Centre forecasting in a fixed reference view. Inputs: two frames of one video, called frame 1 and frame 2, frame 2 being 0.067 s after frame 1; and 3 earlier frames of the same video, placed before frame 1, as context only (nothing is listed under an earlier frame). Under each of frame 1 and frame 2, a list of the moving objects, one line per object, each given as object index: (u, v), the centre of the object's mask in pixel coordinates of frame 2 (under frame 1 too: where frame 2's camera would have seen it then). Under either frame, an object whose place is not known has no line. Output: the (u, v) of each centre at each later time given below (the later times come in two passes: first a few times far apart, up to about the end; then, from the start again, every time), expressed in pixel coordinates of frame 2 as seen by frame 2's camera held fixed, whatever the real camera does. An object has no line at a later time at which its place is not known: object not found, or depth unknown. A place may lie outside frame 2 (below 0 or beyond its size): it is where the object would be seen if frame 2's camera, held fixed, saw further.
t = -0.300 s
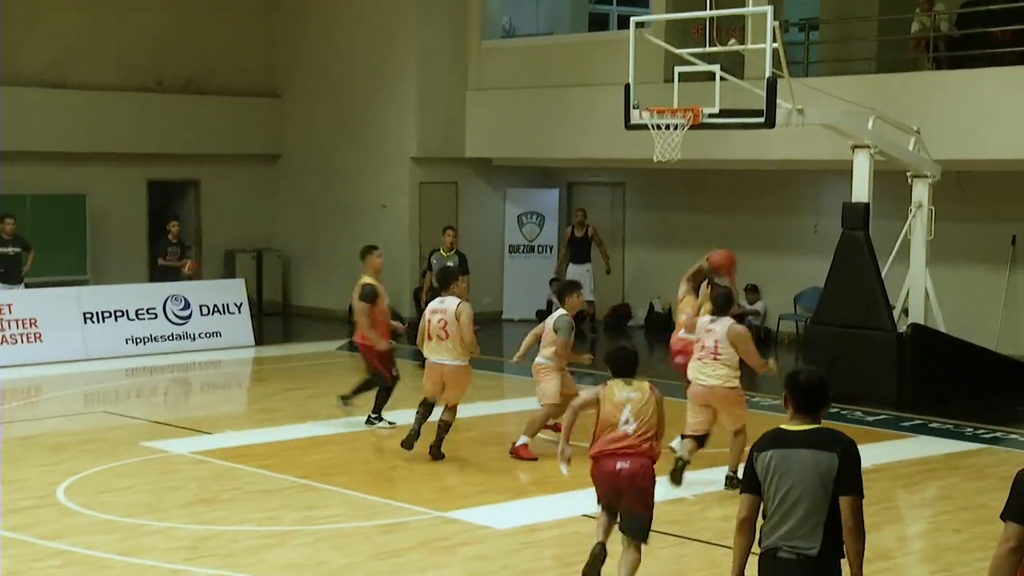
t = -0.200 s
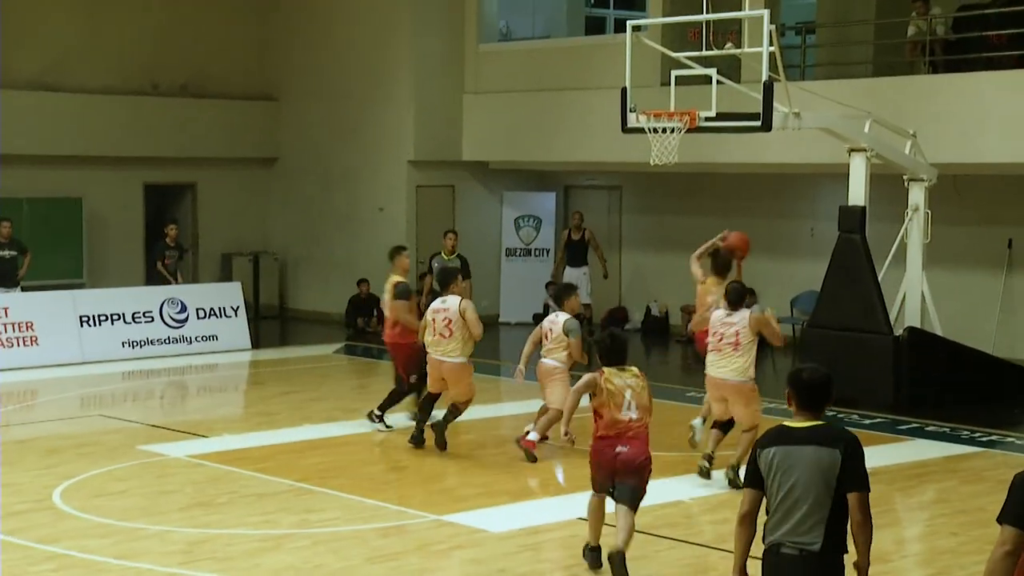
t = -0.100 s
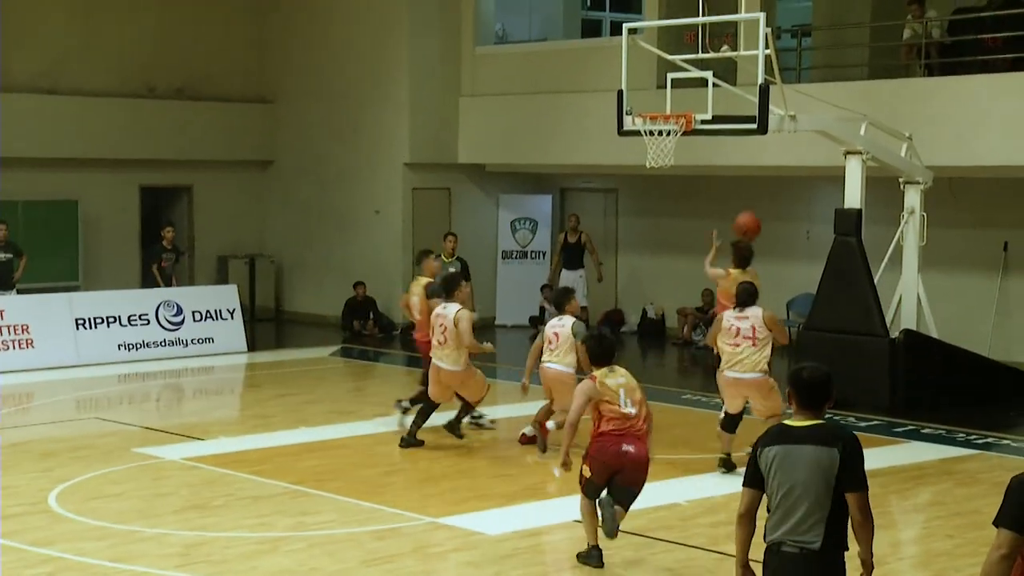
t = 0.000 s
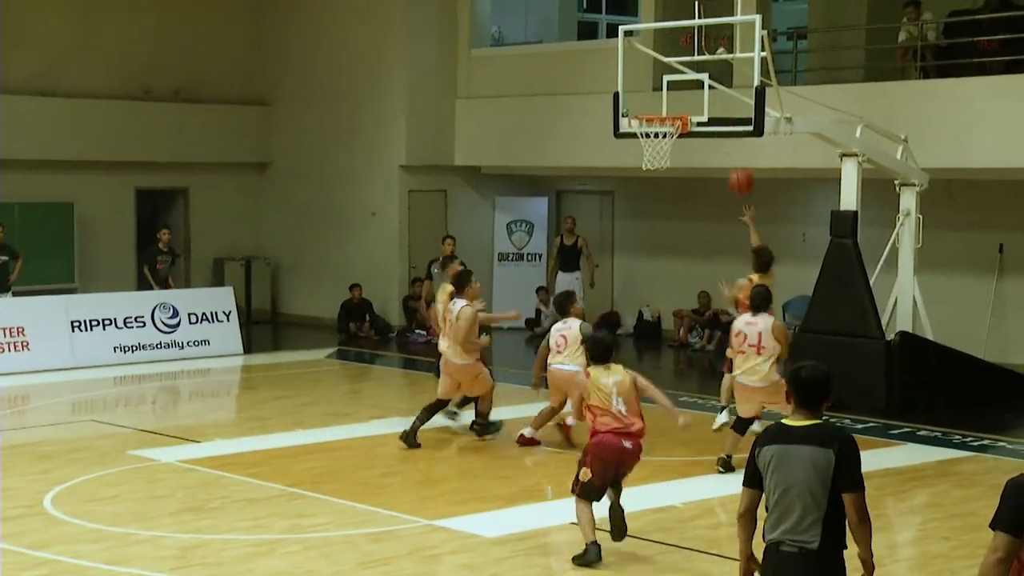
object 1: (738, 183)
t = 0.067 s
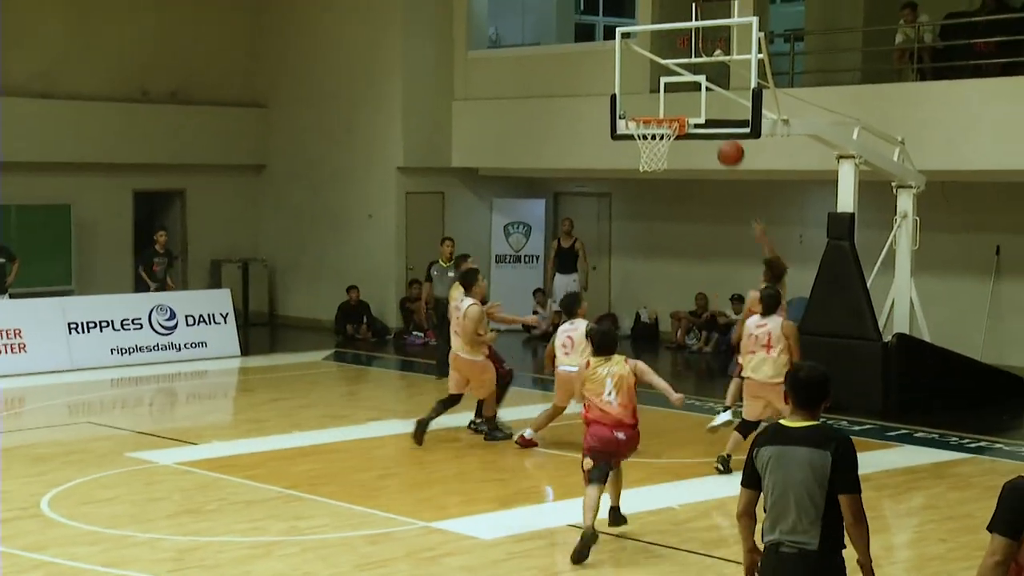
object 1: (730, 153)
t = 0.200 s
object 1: (718, 111)
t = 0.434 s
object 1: (689, 83)
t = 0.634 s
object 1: (651, 105)
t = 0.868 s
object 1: (666, 161)
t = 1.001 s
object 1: (673, 197)
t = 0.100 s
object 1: (727, 140)
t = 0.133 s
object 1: (725, 129)
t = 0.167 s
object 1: (721, 119)
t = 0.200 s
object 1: (718, 111)
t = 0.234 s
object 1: (715, 102)
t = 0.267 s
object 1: (712, 95)
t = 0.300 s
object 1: (709, 90)
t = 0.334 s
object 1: (706, 86)
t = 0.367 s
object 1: (702, 84)
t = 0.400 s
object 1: (696, 82)
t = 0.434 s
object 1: (689, 83)
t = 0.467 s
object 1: (683, 84)
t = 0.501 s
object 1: (677, 86)
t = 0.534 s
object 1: (671, 89)
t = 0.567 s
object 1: (664, 93)
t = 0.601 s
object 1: (658, 99)
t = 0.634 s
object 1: (651, 105)
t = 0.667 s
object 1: (645, 110)
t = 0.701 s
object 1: (643, 121)
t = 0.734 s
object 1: (648, 128)
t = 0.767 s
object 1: (653, 134)
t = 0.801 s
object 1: (658, 146)
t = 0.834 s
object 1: (662, 154)
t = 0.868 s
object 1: (666, 161)
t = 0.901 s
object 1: (668, 169)
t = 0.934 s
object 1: (671, 176)
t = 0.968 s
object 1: (671, 186)
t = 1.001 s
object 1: (673, 197)
